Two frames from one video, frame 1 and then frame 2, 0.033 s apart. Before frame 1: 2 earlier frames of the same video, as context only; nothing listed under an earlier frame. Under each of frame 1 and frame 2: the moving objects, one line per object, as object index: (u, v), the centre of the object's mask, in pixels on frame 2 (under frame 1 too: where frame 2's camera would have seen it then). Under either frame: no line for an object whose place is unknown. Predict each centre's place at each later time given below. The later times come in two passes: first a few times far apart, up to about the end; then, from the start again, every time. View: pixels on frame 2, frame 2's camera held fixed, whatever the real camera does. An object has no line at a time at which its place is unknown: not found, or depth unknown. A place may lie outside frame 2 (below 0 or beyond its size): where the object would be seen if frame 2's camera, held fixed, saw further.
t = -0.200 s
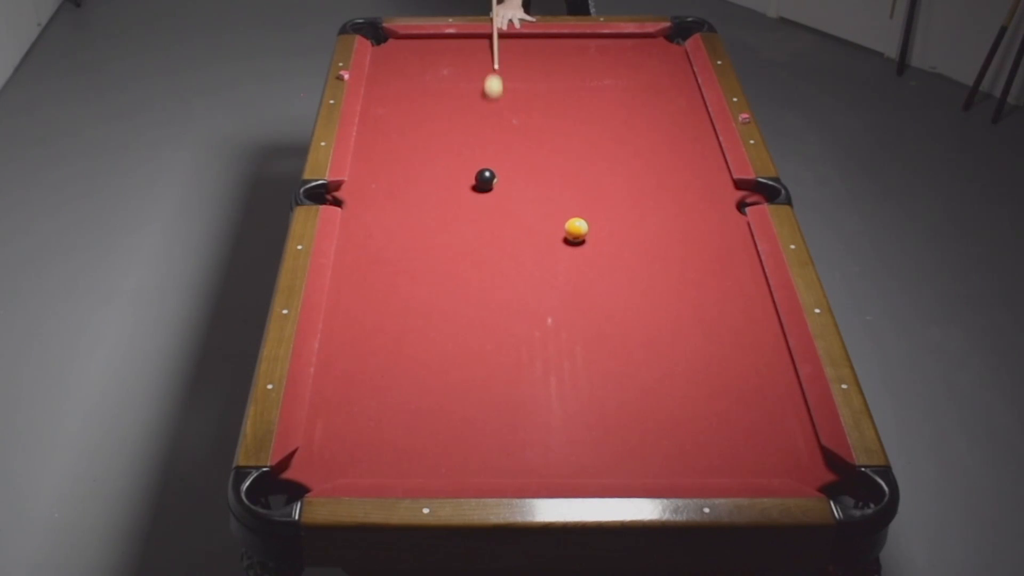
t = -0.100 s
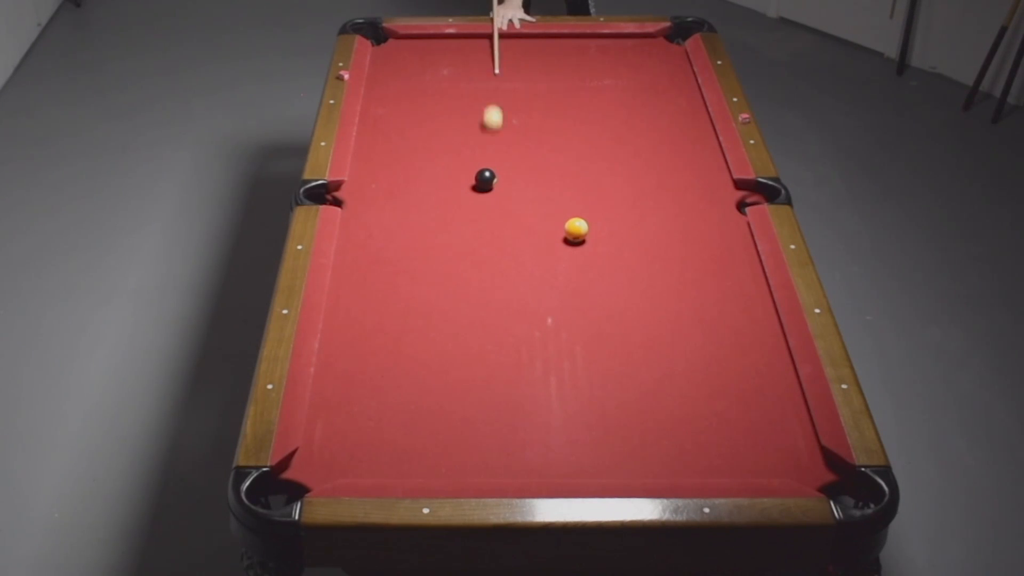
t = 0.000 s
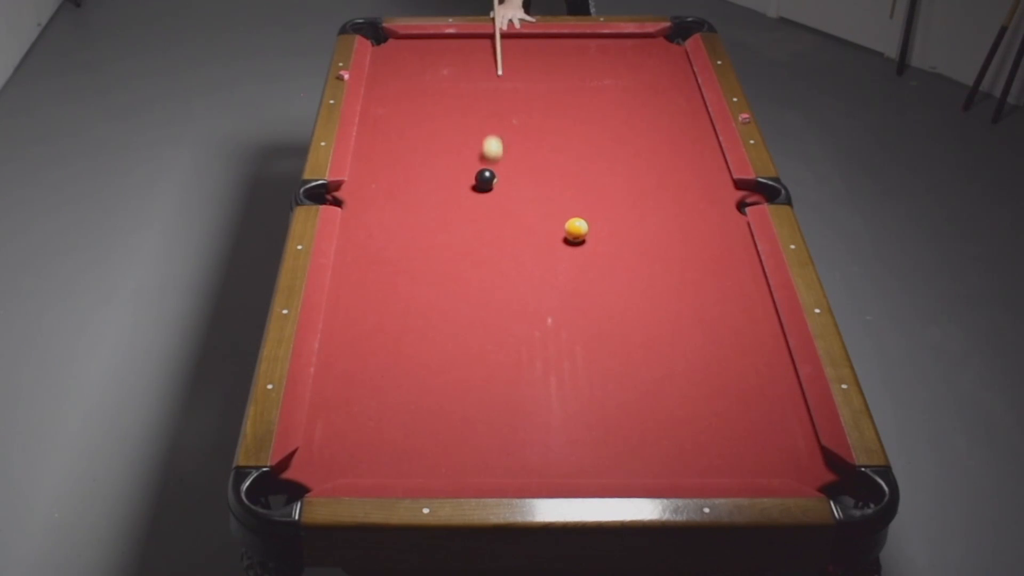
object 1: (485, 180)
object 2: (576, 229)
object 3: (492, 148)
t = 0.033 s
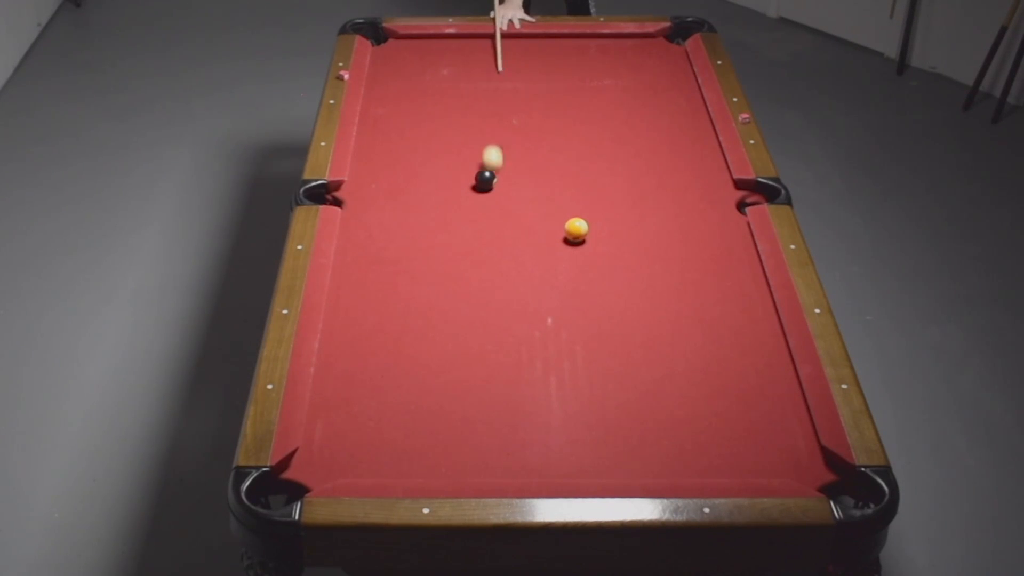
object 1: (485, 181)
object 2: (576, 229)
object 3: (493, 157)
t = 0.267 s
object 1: (457, 228)
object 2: (576, 229)
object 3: (518, 181)
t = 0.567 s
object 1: (420, 293)
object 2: (576, 229)
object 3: (552, 207)
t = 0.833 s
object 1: (384, 358)
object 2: (585, 239)
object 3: (571, 219)
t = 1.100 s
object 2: (598, 254)
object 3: (582, 221)
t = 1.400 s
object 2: (610, 270)
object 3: (589, 222)
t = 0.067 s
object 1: (484, 182)
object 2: (576, 229)
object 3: (494, 165)
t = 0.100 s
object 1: (479, 189)
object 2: (576, 229)
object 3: (498, 169)
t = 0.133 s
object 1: (474, 198)
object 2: (576, 229)
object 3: (502, 170)
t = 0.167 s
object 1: (469, 206)
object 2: (576, 229)
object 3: (506, 172)
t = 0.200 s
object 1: (465, 214)
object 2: (576, 229)
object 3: (510, 175)
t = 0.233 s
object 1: (461, 222)
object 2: (576, 229)
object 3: (514, 178)
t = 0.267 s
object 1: (457, 228)
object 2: (576, 229)
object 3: (518, 181)
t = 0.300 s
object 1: (454, 235)
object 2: (576, 229)
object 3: (521, 184)
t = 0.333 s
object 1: (450, 242)
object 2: (576, 229)
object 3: (525, 187)
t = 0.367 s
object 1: (446, 249)
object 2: (576, 229)
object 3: (529, 189)
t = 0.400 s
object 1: (441, 256)
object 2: (576, 230)
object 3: (533, 192)
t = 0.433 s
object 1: (438, 263)
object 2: (576, 230)
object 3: (537, 195)
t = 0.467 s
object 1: (434, 271)
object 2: (576, 229)
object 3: (541, 198)
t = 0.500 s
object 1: (430, 277)
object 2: (576, 229)
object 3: (545, 201)
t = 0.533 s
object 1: (425, 285)
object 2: (576, 229)
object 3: (549, 204)
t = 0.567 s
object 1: (420, 293)
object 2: (576, 229)
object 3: (552, 207)
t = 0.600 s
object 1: (416, 301)
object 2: (576, 230)
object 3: (556, 210)
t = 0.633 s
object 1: (412, 309)
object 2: (576, 230)
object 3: (560, 213)
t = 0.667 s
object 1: (408, 316)
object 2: (576, 230)
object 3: (562, 215)
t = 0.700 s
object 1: (403, 324)
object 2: (577, 231)
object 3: (565, 216)
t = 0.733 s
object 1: (399, 333)
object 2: (579, 233)
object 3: (567, 217)
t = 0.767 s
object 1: (393, 341)
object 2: (581, 236)
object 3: (568, 217)
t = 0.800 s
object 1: (388, 349)
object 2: (583, 237)
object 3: (570, 218)
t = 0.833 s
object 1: (384, 358)
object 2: (585, 239)
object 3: (571, 219)
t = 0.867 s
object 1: (379, 366)
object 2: (586, 241)
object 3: (573, 219)
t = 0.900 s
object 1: (375, 375)
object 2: (588, 243)
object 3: (574, 220)
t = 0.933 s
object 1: (370, 383)
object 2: (590, 245)
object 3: (576, 219)
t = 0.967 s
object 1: (365, 392)
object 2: (592, 247)
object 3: (577, 220)
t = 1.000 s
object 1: (359, 402)
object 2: (593, 249)
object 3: (578, 220)
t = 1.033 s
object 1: (354, 411)
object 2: (595, 251)
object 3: (579, 221)
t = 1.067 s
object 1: (349, 420)
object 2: (596, 252)
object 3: (581, 220)
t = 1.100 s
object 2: (598, 254)
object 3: (582, 221)
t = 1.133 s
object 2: (599, 256)
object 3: (583, 221)
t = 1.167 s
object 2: (601, 258)
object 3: (584, 221)
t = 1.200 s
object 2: (602, 259)
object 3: (585, 222)
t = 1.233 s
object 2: (604, 261)
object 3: (586, 221)
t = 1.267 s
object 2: (605, 263)
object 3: (586, 222)
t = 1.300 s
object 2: (606, 265)
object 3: (587, 222)
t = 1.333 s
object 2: (608, 266)
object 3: (588, 222)
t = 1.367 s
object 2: (609, 268)
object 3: (588, 222)
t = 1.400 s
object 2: (610, 270)
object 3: (589, 222)
